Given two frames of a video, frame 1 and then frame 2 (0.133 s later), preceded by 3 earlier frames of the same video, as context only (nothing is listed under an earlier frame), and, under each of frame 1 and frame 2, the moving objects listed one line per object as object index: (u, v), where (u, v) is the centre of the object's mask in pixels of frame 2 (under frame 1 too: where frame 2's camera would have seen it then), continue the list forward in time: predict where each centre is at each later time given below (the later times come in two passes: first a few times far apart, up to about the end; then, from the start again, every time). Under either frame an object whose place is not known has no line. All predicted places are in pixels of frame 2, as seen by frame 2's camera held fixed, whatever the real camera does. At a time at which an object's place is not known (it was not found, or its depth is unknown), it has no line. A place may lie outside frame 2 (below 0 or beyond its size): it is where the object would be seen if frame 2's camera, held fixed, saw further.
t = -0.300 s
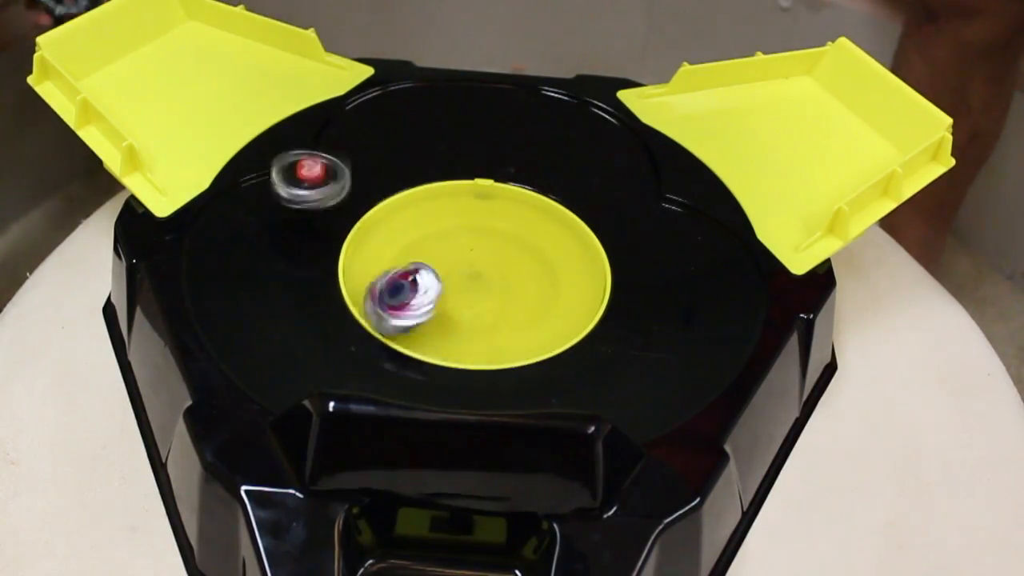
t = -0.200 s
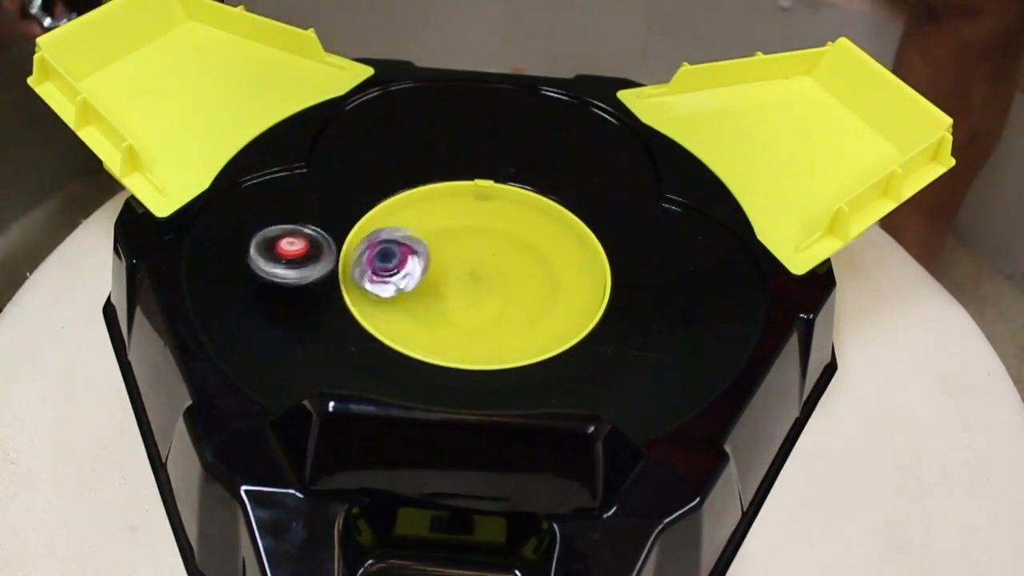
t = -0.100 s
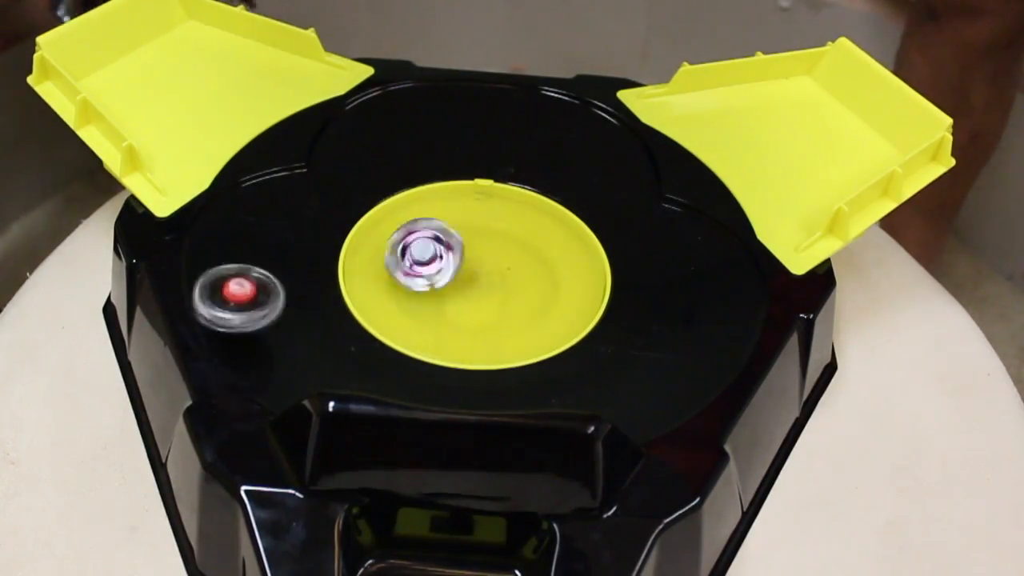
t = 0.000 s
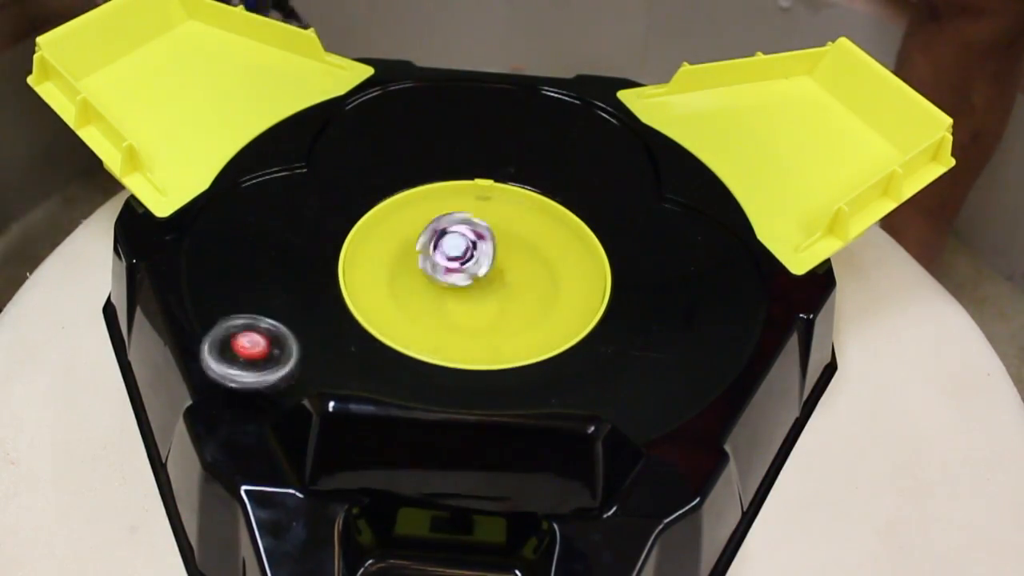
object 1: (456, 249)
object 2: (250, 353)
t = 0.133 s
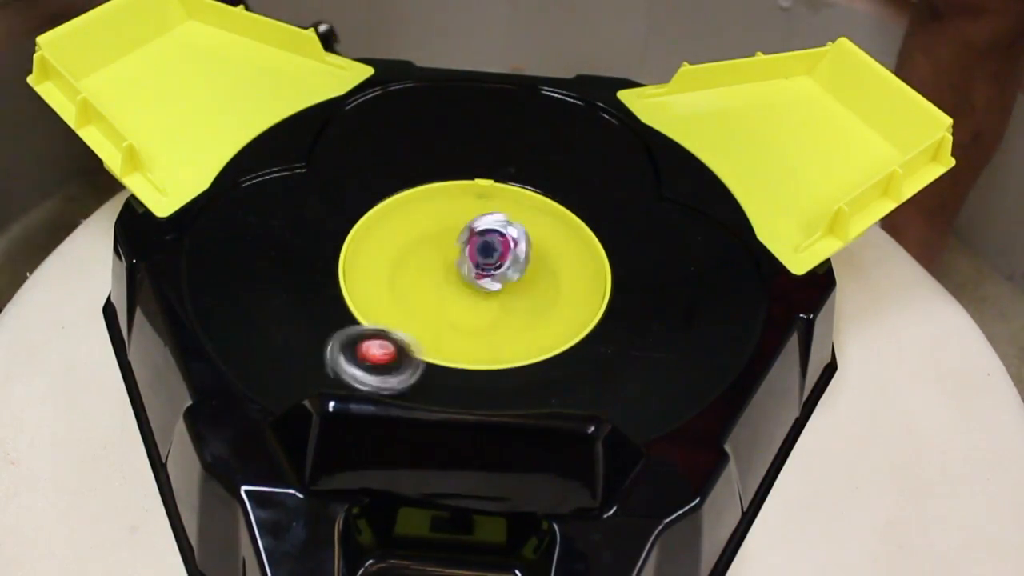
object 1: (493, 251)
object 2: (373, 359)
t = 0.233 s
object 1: (511, 258)
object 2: (463, 317)
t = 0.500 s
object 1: (594, 183)
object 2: (391, 377)
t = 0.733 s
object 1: (582, 187)
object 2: (429, 328)
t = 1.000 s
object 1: (607, 212)
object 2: (448, 186)
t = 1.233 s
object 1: (631, 231)
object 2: (346, 149)
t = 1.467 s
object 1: (621, 240)
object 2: (370, 148)
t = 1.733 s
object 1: (614, 256)
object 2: (348, 206)
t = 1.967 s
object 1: (597, 263)
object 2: (333, 258)
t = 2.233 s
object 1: (512, 326)
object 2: (415, 307)
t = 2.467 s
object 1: (439, 298)
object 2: (356, 212)
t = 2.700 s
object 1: (423, 234)
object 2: (407, 170)
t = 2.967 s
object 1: (527, 237)
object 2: (384, 172)
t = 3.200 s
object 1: (511, 304)
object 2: (337, 266)
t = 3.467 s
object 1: (410, 271)
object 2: (526, 340)
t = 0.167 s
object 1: (501, 251)
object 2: (409, 347)
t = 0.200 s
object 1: (508, 252)
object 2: (439, 329)
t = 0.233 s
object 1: (511, 258)
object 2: (463, 317)
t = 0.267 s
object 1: (510, 260)
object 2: (484, 311)
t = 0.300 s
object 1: (509, 258)
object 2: (500, 304)
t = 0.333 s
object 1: (530, 232)
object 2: (484, 314)
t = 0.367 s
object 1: (547, 213)
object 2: (463, 334)
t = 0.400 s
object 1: (565, 199)
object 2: (440, 364)
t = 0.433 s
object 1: (578, 194)
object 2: (420, 374)
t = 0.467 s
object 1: (586, 188)
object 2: (405, 377)
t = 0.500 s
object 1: (594, 183)
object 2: (391, 377)
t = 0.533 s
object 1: (600, 176)
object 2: (381, 378)
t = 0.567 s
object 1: (603, 174)
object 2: (375, 376)
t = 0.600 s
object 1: (603, 175)
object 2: (375, 373)
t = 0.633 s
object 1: (598, 176)
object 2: (380, 369)
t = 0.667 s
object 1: (593, 179)
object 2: (392, 362)
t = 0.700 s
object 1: (588, 184)
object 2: (409, 347)
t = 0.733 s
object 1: (582, 187)
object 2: (429, 328)
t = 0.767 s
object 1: (577, 191)
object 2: (448, 313)
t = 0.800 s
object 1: (573, 196)
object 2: (464, 293)
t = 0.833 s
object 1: (570, 199)
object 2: (477, 272)
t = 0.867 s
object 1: (568, 201)
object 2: (489, 255)
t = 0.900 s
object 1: (565, 205)
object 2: (499, 235)
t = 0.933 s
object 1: (568, 208)
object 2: (508, 217)
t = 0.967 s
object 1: (584, 210)
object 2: (484, 196)
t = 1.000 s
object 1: (607, 212)
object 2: (448, 186)
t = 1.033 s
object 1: (623, 215)
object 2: (416, 182)
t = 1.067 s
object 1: (634, 219)
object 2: (389, 168)
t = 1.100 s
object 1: (640, 223)
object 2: (362, 158)
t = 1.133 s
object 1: (640, 225)
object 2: (337, 148)
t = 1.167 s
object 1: (637, 228)
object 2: (316, 140)
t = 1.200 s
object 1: (634, 230)
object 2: (329, 137)
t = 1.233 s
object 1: (631, 231)
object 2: (346, 149)
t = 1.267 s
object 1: (628, 232)
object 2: (363, 156)
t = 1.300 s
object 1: (626, 233)
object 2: (380, 167)
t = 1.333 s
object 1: (625, 234)
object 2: (390, 170)
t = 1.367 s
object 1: (624, 234)
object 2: (386, 162)
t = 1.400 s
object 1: (624, 235)
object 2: (382, 155)
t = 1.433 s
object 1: (623, 237)
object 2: (377, 151)
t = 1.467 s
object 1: (621, 240)
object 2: (370, 148)
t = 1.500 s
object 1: (619, 244)
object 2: (363, 146)
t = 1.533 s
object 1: (619, 247)
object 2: (355, 147)
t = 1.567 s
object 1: (617, 249)
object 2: (346, 151)
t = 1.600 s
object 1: (616, 251)
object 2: (339, 158)
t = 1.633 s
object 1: (616, 252)
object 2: (334, 167)
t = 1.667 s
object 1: (617, 254)
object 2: (334, 180)
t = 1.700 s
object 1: (616, 255)
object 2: (338, 193)
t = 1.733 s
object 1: (614, 256)
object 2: (348, 206)
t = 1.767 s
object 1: (612, 257)
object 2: (335, 210)
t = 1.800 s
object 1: (610, 257)
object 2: (325, 215)
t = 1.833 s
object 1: (607, 258)
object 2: (321, 221)
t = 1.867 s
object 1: (606, 258)
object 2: (325, 230)
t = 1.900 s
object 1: (603, 259)
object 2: (334, 241)
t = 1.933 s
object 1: (601, 260)
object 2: (335, 250)
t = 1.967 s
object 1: (597, 263)
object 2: (333, 258)
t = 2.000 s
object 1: (592, 266)
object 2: (331, 266)
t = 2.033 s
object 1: (585, 273)
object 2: (335, 275)
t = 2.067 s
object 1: (576, 281)
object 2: (345, 283)
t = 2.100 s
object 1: (567, 290)
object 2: (354, 290)
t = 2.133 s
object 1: (558, 300)
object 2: (365, 297)
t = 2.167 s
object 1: (547, 309)
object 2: (382, 305)
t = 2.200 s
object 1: (531, 319)
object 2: (399, 306)
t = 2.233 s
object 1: (512, 326)
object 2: (415, 307)
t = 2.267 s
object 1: (497, 329)
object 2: (420, 304)
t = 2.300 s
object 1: (491, 318)
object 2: (387, 284)
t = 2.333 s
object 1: (483, 313)
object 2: (357, 276)
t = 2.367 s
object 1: (474, 311)
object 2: (353, 255)
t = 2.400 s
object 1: (465, 308)
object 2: (355, 242)
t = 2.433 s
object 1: (452, 303)
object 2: (356, 227)
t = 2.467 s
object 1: (439, 298)
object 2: (356, 212)
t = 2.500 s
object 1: (426, 291)
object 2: (361, 201)
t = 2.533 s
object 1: (418, 282)
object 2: (369, 194)
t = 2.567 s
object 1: (413, 272)
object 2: (377, 186)
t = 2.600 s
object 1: (410, 262)
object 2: (385, 180)
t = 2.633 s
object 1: (410, 253)
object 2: (394, 177)
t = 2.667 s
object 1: (415, 243)
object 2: (403, 174)
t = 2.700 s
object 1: (423, 234)
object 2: (407, 170)
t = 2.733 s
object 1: (433, 227)
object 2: (410, 166)
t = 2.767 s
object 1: (445, 222)
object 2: (413, 163)
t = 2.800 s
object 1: (459, 219)
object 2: (412, 160)
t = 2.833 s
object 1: (474, 218)
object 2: (410, 160)
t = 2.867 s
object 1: (490, 220)
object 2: (406, 162)
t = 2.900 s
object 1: (504, 224)
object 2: (401, 164)
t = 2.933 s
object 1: (516, 229)
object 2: (393, 168)
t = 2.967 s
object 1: (527, 237)
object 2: (384, 172)
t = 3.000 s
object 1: (536, 247)
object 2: (374, 177)
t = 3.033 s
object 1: (541, 257)
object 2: (361, 185)
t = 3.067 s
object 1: (543, 268)
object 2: (348, 196)
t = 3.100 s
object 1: (540, 278)
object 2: (337, 209)
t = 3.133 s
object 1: (534, 289)
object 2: (329, 227)
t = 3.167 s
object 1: (524, 297)
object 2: (329, 246)
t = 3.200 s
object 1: (511, 304)
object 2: (337, 266)
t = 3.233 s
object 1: (497, 308)
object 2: (347, 286)
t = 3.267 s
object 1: (482, 309)
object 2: (361, 304)
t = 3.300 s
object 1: (466, 308)
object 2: (384, 320)
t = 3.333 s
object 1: (456, 301)
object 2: (410, 331)
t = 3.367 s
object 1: (435, 292)
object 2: (438, 339)
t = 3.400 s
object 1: (423, 290)
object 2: (468, 342)
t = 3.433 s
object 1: (416, 281)
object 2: (498, 344)
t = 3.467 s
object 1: (410, 271)
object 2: (526, 340)
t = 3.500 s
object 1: (408, 260)
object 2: (554, 333)
